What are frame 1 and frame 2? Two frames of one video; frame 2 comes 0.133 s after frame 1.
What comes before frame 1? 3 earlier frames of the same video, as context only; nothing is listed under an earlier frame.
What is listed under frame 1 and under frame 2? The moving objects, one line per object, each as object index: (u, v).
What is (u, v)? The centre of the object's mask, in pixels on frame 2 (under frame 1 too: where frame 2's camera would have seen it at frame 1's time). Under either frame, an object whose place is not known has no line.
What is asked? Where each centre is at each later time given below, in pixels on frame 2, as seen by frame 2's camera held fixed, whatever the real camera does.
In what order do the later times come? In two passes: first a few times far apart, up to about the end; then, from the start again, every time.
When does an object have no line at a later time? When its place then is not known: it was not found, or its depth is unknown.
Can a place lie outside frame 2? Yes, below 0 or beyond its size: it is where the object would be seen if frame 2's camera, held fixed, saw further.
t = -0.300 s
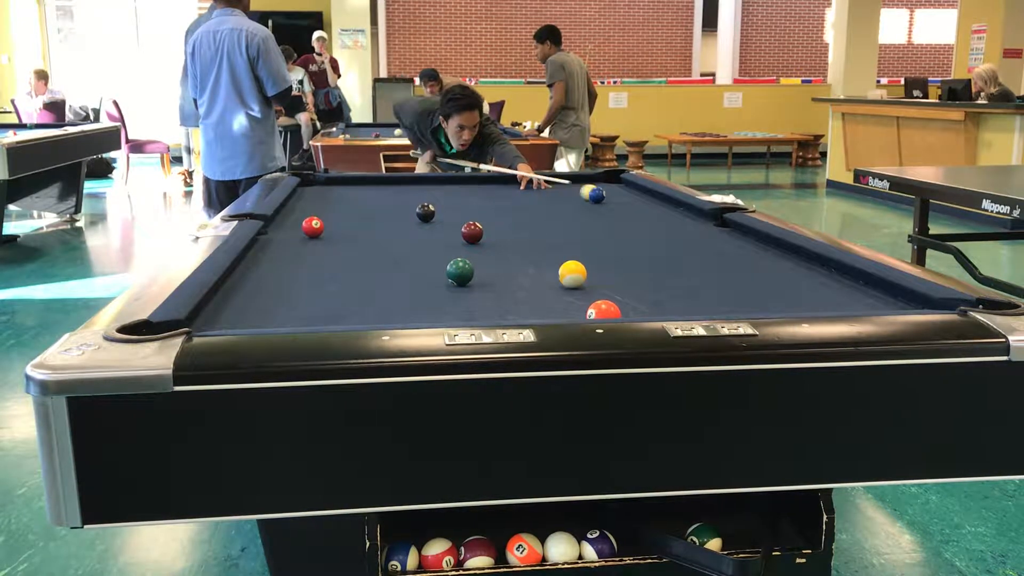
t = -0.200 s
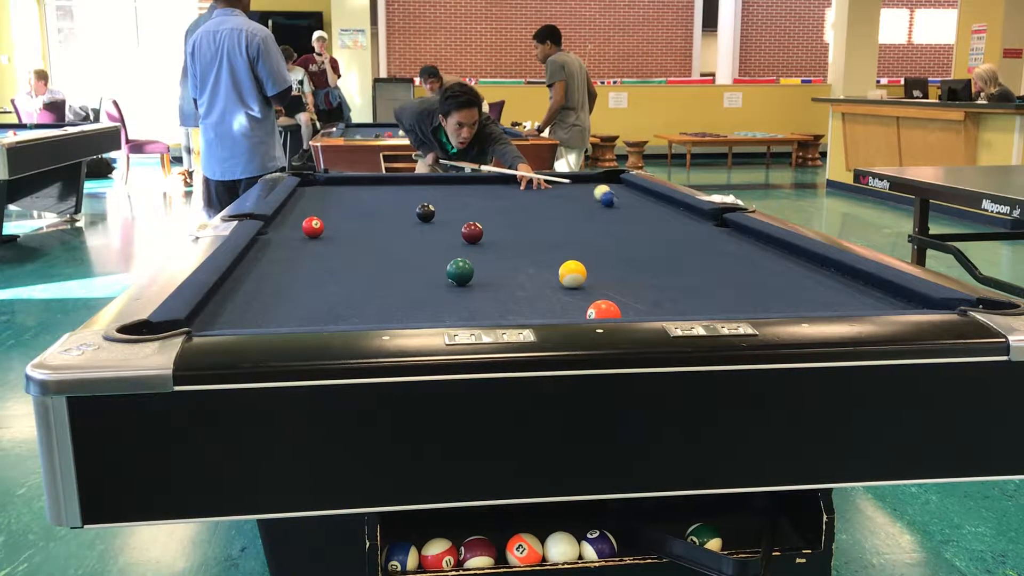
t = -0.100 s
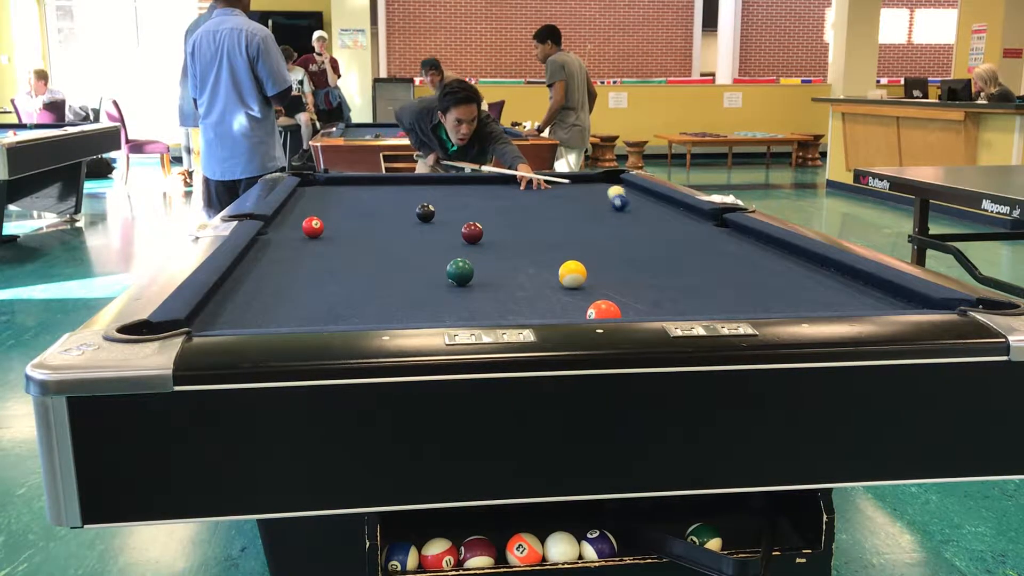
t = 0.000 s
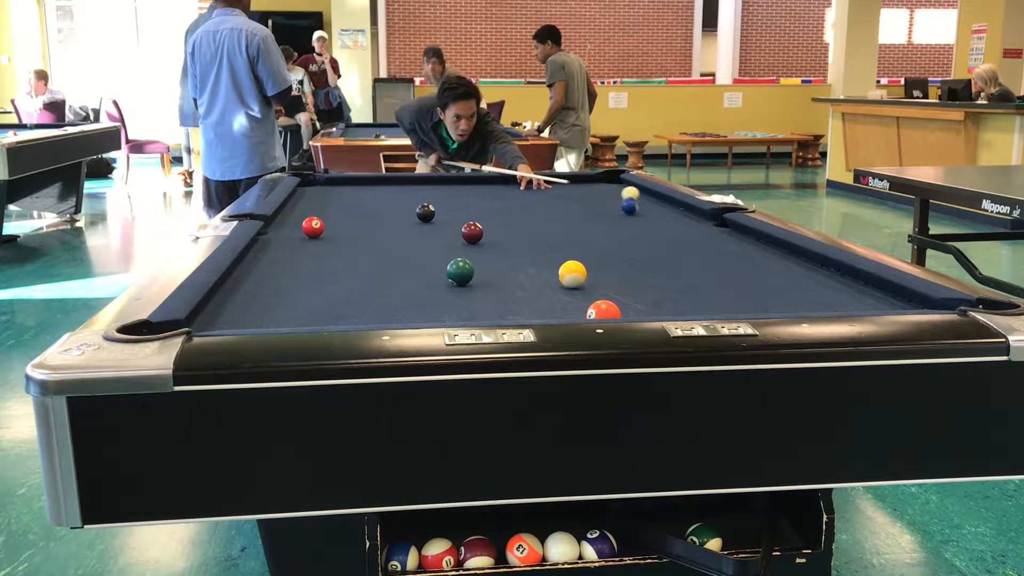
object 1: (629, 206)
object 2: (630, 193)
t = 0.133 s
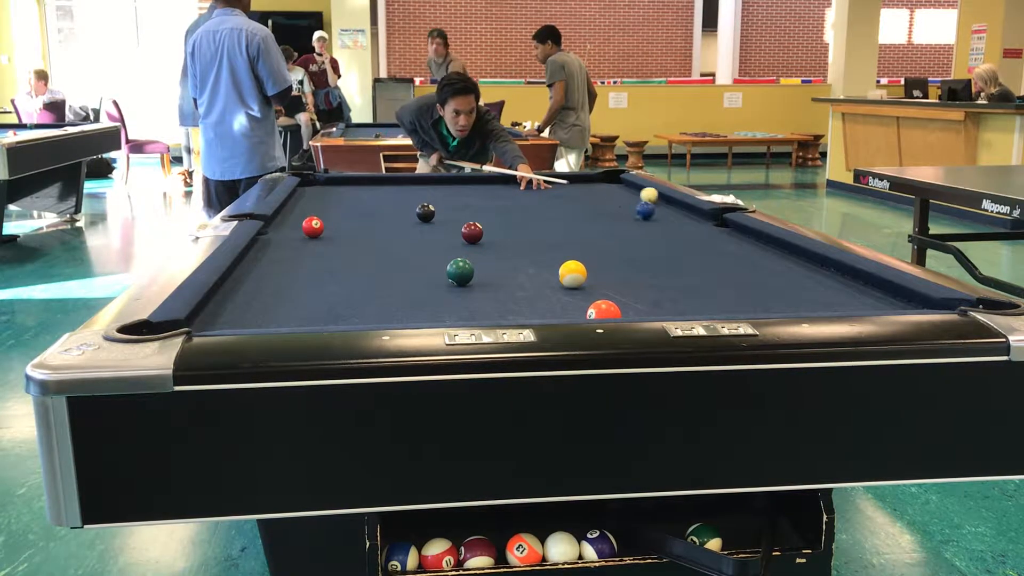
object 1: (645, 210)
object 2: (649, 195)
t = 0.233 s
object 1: (657, 214)
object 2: (654, 196)
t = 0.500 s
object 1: (692, 225)
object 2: (643, 198)
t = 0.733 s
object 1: (726, 236)
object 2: (633, 199)
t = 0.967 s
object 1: (766, 248)
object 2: (625, 200)
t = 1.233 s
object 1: (816, 264)
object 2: (617, 201)
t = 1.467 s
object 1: (863, 280)
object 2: (611, 202)
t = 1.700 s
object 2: (606, 203)
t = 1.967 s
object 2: (602, 204)
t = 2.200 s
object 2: (599, 205)
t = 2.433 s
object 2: (598, 204)
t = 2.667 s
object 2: (598, 205)
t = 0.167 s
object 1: (649, 212)
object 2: (654, 195)
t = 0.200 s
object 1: (653, 213)
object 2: (656, 195)
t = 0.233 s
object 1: (657, 214)
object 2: (654, 196)
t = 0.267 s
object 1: (661, 215)
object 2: (653, 196)
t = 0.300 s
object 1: (665, 217)
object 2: (651, 196)
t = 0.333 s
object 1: (669, 218)
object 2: (650, 197)
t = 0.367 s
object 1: (674, 219)
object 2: (648, 197)
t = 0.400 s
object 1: (677, 220)
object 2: (647, 197)
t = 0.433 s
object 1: (682, 222)
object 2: (646, 197)
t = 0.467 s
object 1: (687, 223)
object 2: (644, 197)
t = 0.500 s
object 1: (692, 225)
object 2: (643, 198)
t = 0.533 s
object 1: (697, 227)
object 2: (641, 198)
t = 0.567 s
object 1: (701, 228)
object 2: (640, 198)
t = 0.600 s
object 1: (705, 229)
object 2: (638, 198)
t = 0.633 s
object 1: (711, 231)
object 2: (637, 198)
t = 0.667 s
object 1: (716, 233)
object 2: (636, 199)
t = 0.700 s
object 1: (721, 234)
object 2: (634, 199)
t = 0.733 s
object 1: (726, 236)
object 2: (633, 199)
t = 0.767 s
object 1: (731, 237)
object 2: (632, 199)
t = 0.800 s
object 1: (737, 239)
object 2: (630, 199)
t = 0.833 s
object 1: (742, 241)
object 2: (629, 199)
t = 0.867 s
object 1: (747, 242)
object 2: (628, 200)
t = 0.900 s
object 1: (754, 244)
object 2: (627, 200)
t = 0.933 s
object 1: (759, 247)
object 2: (626, 200)
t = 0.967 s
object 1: (766, 248)
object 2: (625, 200)
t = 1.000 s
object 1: (771, 250)
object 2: (623, 200)
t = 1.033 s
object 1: (777, 252)
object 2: (622, 201)
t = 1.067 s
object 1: (783, 254)
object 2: (621, 201)
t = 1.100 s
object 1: (790, 256)
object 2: (620, 201)
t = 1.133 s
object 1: (797, 258)
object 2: (619, 201)
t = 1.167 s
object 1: (803, 260)
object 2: (618, 201)
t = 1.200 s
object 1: (810, 262)
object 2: (617, 201)
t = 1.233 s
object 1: (816, 264)
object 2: (617, 201)
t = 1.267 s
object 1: (823, 266)
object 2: (616, 202)
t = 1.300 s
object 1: (830, 269)
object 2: (615, 202)
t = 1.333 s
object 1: (837, 271)
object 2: (614, 202)
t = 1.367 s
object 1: (844, 273)
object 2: (613, 202)
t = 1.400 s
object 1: (853, 276)
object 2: (612, 202)
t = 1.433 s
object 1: (860, 279)
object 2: (612, 202)
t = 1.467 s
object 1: (863, 280)
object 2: (611, 202)
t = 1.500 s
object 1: (867, 282)
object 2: (610, 203)
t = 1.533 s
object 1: (871, 284)
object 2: (609, 203)
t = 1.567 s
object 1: (876, 287)
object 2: (608, 203)
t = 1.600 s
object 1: (882, 290)
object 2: (608, 203)
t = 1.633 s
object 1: (887, 293)
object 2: (607, 203)
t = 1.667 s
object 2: (607, 203)
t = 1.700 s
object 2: (606, 203)
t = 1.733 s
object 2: (605, 203)
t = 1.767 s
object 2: (605, 204)
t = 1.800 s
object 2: (604, 204)
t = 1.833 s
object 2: (604, 204)
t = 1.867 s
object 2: (603, 204)
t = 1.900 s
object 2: (603, 204)
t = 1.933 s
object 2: (602, 204)
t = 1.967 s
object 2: (602, 204)
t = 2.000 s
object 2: (602, 204)
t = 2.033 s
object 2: (601, 204)
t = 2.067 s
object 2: (601, 204)
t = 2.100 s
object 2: (600, 204)
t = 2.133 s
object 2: (600, 204)
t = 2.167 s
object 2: (600, 205)
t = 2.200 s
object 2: (599, 205)
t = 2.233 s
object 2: (599, 205)
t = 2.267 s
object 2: (599, 205)
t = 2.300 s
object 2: (599, 204)
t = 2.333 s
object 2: (599, 205)
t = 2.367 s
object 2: (599, 205)
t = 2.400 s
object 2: (598, 204)
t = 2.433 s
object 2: (598, 204)
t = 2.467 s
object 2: (598, 205)
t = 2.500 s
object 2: (598, 205)
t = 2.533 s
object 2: (598, 205)
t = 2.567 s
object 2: (598, 205)
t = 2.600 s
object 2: (598, 205)
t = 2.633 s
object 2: (598, 205)
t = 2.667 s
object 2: (598, 205)
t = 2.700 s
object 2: (598, 205)
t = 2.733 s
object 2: (598, 205)
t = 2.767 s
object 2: (598, 205)
